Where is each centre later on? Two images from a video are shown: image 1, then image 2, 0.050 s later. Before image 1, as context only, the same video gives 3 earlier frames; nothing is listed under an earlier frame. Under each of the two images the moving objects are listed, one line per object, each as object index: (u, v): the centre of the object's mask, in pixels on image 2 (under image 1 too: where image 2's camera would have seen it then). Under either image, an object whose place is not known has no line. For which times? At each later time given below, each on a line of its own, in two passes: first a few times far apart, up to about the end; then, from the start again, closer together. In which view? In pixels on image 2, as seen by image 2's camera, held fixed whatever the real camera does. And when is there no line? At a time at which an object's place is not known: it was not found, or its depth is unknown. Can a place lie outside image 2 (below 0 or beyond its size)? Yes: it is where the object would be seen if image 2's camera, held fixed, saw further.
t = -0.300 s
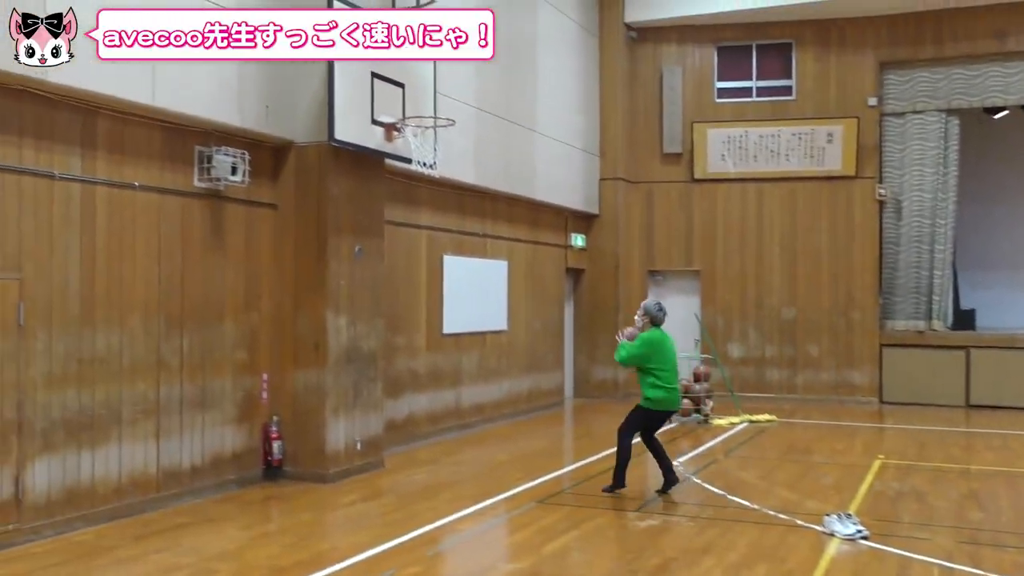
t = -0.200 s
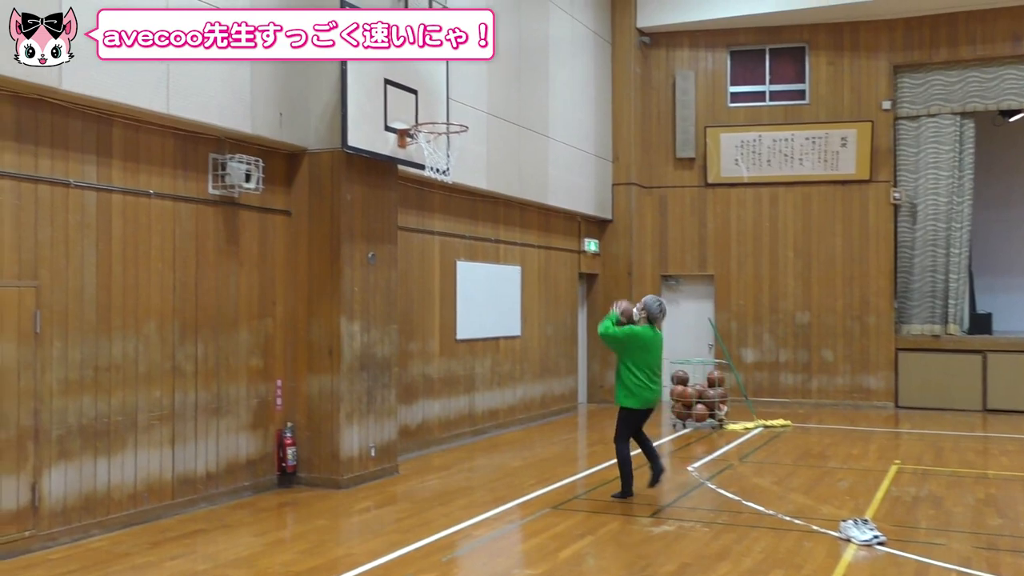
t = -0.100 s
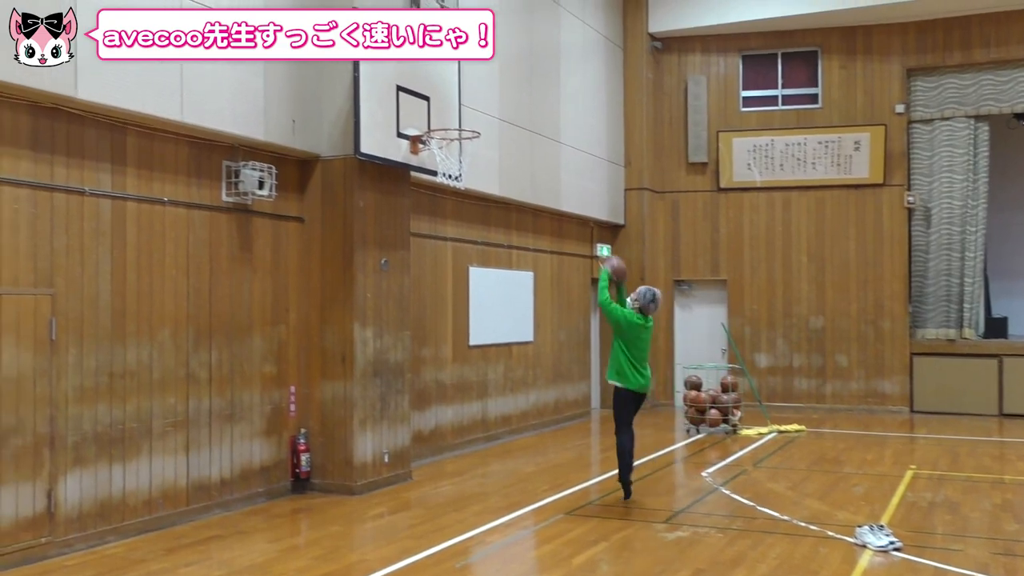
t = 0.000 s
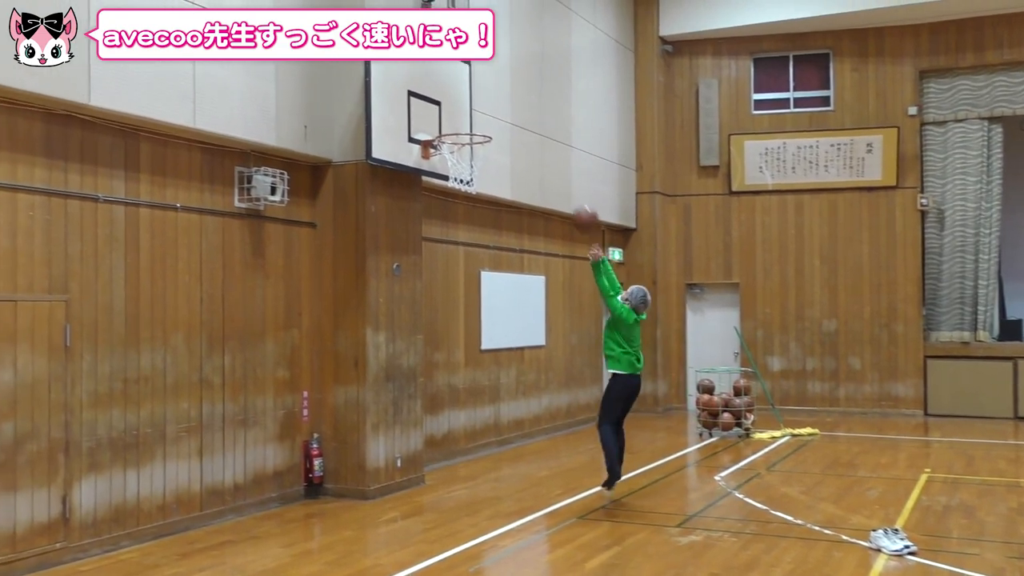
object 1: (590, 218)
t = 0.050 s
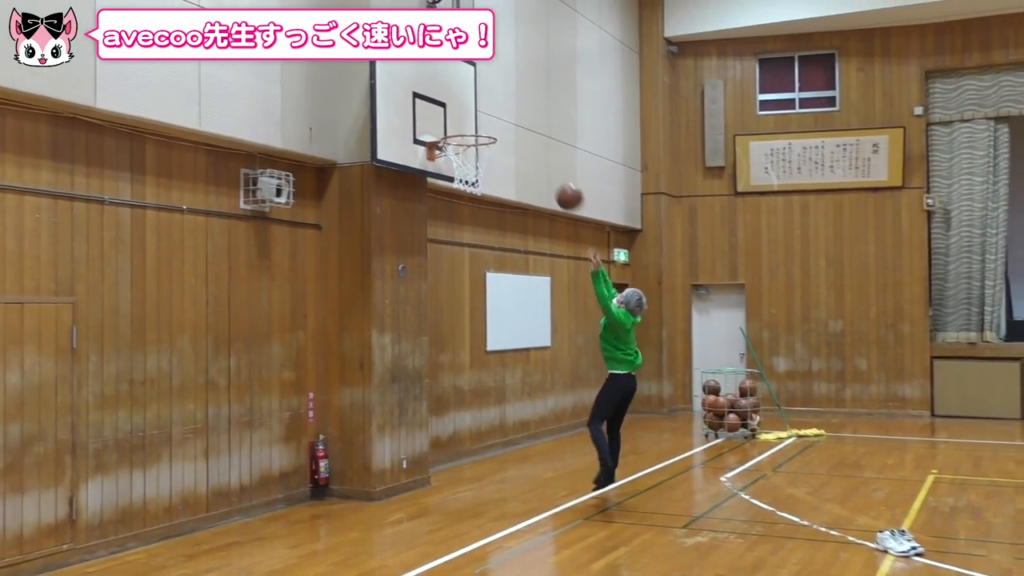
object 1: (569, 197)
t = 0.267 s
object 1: (488, 128)
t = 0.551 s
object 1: (519, 127)
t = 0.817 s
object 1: (603, 205)
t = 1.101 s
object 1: (698, 392)
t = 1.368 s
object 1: (766, 390)
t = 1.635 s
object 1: (814, 271)
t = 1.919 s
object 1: (868, 238)
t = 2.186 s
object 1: (921, 301)
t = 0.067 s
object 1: (562, 190)
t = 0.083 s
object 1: (555, 183)
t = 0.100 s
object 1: (549, 177)
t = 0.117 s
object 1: (542, 171)
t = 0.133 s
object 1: (536, 165)
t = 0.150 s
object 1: (530, 160)
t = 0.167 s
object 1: (523, 155)
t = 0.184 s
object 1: (517, 150)
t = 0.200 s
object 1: (511, 146)
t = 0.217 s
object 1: (505, 142)
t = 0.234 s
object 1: (500, 137)
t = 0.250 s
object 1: (495, 132)
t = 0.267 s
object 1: (488, 128)
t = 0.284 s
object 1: (481, 126)
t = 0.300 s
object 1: (475, 125)
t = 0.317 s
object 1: (469, 124)
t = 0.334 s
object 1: (463, 123)
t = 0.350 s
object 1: (460, 122)
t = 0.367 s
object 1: (465, 121)
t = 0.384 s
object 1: (470, 120)
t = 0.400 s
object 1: (475, 119)
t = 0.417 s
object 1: (479, 119)
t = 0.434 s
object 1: (484, 119)
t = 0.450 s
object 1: (489, 119)
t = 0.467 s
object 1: (495, 120)
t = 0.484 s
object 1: (499, 120)
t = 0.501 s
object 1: (504, 122)
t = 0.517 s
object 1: (510, 123)
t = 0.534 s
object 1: (514, 125)
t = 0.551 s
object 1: (519, 127)
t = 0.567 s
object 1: (525, 130)
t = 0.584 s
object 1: (529, 132)
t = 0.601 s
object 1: (535, 136)
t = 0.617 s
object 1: (540, 139)
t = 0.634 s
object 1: (545, 143)
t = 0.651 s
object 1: (550, 147)
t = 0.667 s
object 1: (555, 151)
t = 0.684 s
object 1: (561, 156)
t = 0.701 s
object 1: (566, 161)
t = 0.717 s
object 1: (571, 166)
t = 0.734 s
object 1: (576, 172)
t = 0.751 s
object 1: (581, 178)
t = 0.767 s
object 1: (587, 184)
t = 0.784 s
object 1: (592, 191)
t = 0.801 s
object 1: (598, 198)
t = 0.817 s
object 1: (603, 205)
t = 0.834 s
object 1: (608, 213)
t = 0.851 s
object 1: (615, 222)
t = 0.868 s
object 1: (619, 229)
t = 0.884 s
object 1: (625, 238)
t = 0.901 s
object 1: (631, 247)
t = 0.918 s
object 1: (637, 257)
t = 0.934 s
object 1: (642, 267)
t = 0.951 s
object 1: (647, 277)
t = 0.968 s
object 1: (653, 288)
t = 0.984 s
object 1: (659, 300)
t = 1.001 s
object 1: (665, 312)
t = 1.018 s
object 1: (670, 323)
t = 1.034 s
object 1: (676, 336)
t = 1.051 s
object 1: (682, 349)
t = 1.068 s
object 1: (688, 362)
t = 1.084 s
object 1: (694, 377)
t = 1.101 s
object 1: (698, 392)
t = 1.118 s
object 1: (707, 407)
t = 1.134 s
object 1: (711, 421)
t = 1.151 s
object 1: (719, 435)
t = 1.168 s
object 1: (724, 453)
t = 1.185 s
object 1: (730, 468)
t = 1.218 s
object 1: (741, 497)
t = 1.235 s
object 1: (745, 483)
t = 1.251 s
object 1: (747, 471)
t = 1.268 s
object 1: (750, 459)
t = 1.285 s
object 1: (752, 445)
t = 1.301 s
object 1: (756, 435)
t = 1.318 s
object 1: (758, 423)
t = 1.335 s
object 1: (761, 412)
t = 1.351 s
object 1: (764, 401)
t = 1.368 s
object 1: (766, 390)
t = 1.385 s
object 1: (770, 381)
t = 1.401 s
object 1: (774, 371)
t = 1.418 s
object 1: (776, 362)
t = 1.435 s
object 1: (778, 352)
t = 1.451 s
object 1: (781, 344)
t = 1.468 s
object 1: (784, 336)
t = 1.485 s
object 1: (788, 328)
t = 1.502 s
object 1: (790, 320)
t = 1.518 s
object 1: (793, 312)
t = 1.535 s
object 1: (797, 306)
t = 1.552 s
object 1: (800, 299)
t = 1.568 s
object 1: (802, 293)
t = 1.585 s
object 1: (805, 287)
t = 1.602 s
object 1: (808, 281)
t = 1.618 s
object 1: (811, 276)
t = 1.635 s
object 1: (814, 271)
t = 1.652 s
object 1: (818, 266)
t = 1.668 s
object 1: (820, 262)
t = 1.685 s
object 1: (824, 258)
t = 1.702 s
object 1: (827, 254)
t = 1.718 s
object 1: (830, 251)
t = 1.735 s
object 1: (833, 248)
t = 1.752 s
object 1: (836, 245)
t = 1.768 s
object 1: (839, 243)
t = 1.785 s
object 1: (842, 241)
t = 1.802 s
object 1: (846, 240)
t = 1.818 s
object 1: (849, 238)
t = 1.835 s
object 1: (852, 237)
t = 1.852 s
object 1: (855, 237)
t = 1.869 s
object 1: (858, 236)
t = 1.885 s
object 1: (861, 236)
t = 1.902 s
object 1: (865, 237)
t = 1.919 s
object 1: (868, 238)
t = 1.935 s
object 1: (871, 239)
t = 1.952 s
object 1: (874, 240)
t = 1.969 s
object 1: (878, 242)
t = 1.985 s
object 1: (881, 245)
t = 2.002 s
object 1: (884, 247)
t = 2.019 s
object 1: (888, 250)
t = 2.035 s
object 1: (891, 254)
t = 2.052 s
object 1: (894, 258)
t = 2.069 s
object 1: (898, 262)
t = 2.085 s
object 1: (901, 266)
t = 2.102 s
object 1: (904, 271)
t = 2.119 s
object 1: (908, 276)
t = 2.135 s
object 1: (911, 282)
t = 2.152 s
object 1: (915, 288)
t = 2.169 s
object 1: (918, 295)
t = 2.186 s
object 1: (921, 301)
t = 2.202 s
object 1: (924, 309)
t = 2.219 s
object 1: (928, 316)
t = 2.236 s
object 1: (931, 324)
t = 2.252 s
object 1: (934, 333)
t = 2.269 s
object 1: (937, 342)
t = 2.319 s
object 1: (946, 370)
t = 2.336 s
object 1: (948, 381)
